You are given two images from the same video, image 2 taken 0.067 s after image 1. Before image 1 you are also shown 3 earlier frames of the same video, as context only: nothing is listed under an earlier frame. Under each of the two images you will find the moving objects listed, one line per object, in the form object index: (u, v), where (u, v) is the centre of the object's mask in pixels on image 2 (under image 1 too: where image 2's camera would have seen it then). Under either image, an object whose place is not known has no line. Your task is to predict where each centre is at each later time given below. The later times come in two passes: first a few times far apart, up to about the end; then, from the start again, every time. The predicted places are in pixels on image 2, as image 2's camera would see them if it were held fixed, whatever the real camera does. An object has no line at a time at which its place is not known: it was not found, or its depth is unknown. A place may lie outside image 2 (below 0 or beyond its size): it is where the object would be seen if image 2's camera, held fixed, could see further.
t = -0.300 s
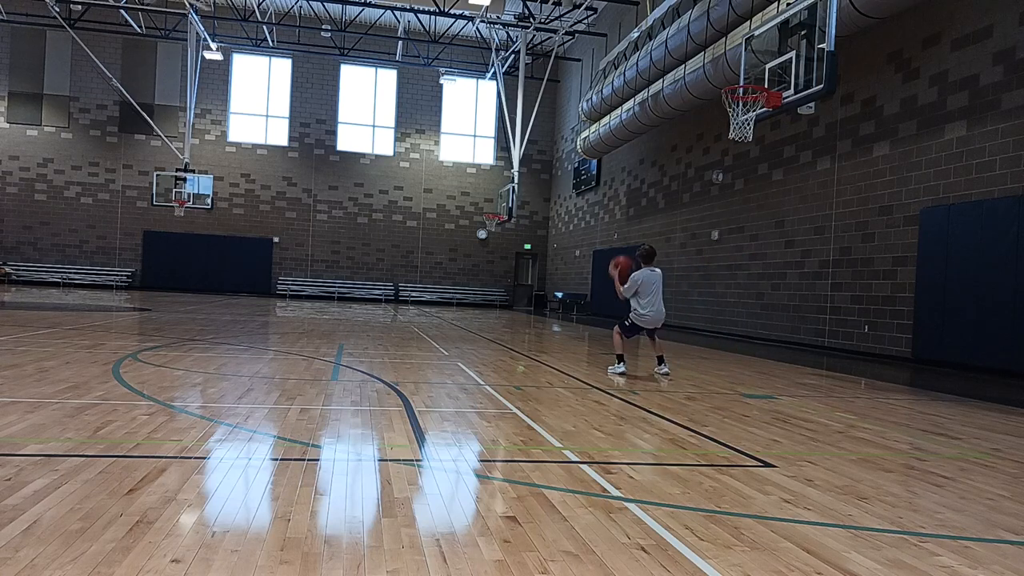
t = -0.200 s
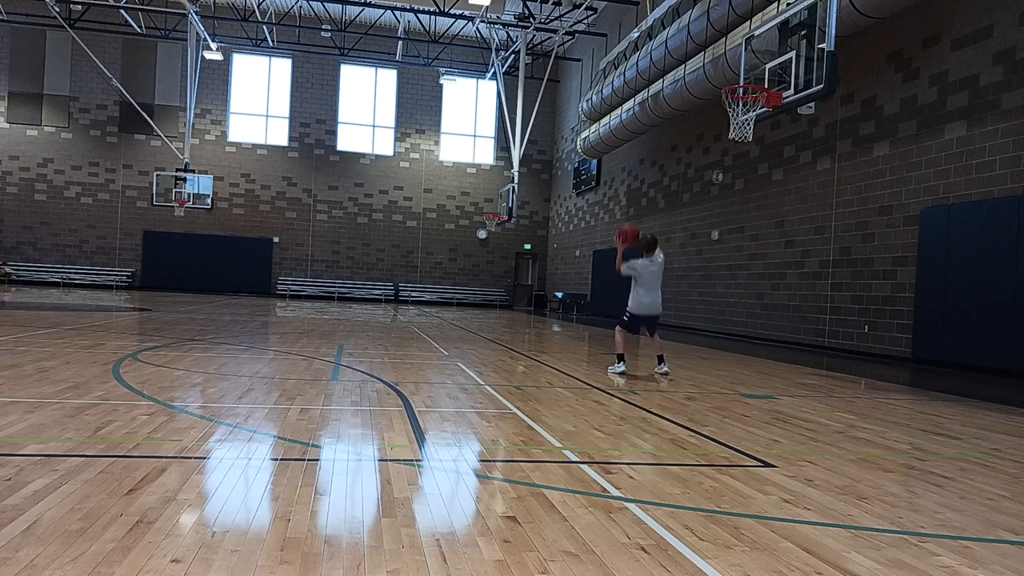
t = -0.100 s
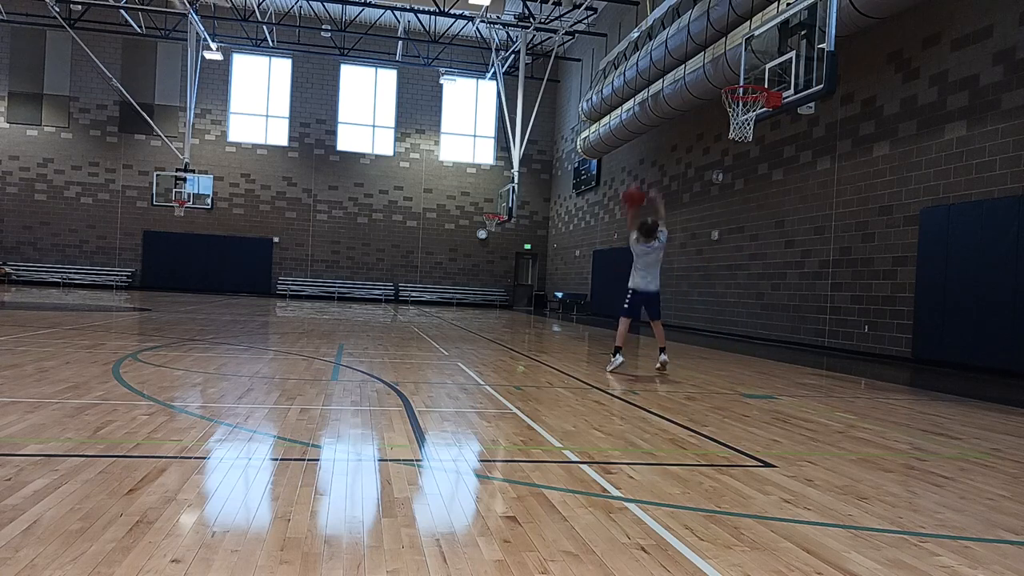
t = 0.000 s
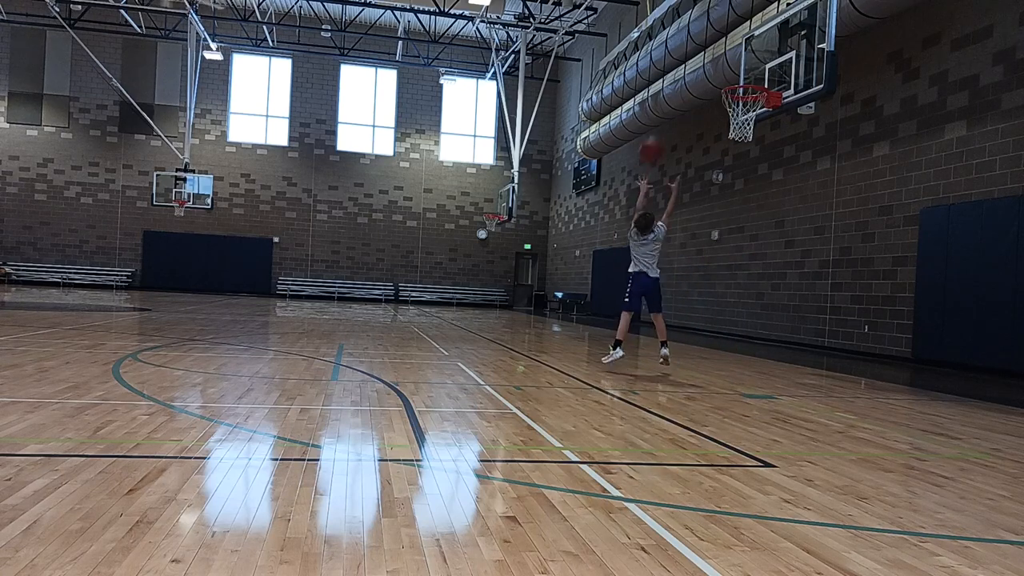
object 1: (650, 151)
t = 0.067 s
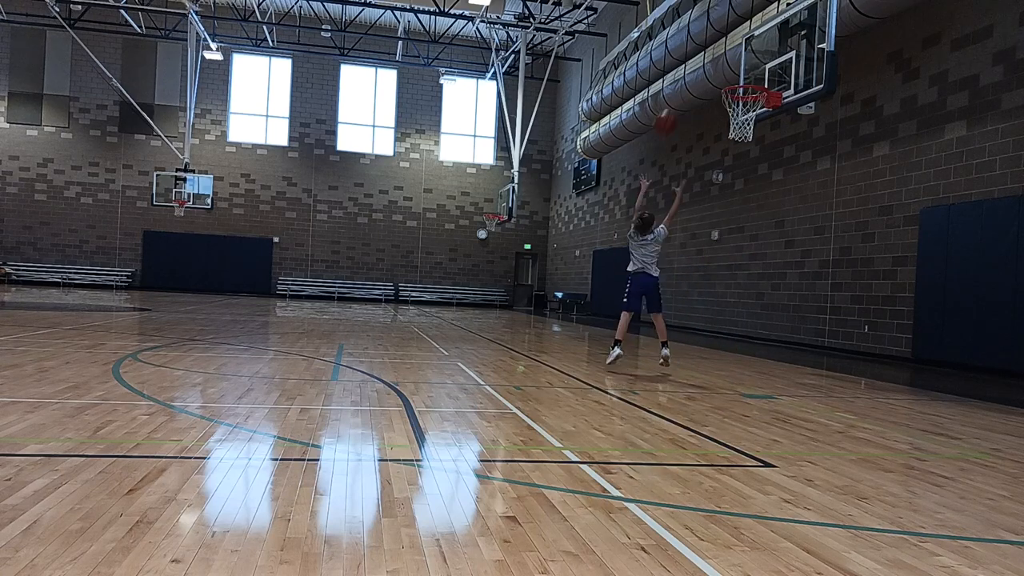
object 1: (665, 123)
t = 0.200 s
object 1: (692, 83)
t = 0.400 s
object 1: (728, 56)
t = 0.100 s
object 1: (672, 111)
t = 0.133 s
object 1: (679, 100)
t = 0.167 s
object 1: (686, 91)
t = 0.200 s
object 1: (692, 83)
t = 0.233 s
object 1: (698, 76)
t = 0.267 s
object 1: (705, 69)
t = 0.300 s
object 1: (711, 64)
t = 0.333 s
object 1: (716, 61)
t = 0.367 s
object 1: (722, 58)
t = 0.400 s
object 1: (728, 56)
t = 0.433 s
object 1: (734, 55)
